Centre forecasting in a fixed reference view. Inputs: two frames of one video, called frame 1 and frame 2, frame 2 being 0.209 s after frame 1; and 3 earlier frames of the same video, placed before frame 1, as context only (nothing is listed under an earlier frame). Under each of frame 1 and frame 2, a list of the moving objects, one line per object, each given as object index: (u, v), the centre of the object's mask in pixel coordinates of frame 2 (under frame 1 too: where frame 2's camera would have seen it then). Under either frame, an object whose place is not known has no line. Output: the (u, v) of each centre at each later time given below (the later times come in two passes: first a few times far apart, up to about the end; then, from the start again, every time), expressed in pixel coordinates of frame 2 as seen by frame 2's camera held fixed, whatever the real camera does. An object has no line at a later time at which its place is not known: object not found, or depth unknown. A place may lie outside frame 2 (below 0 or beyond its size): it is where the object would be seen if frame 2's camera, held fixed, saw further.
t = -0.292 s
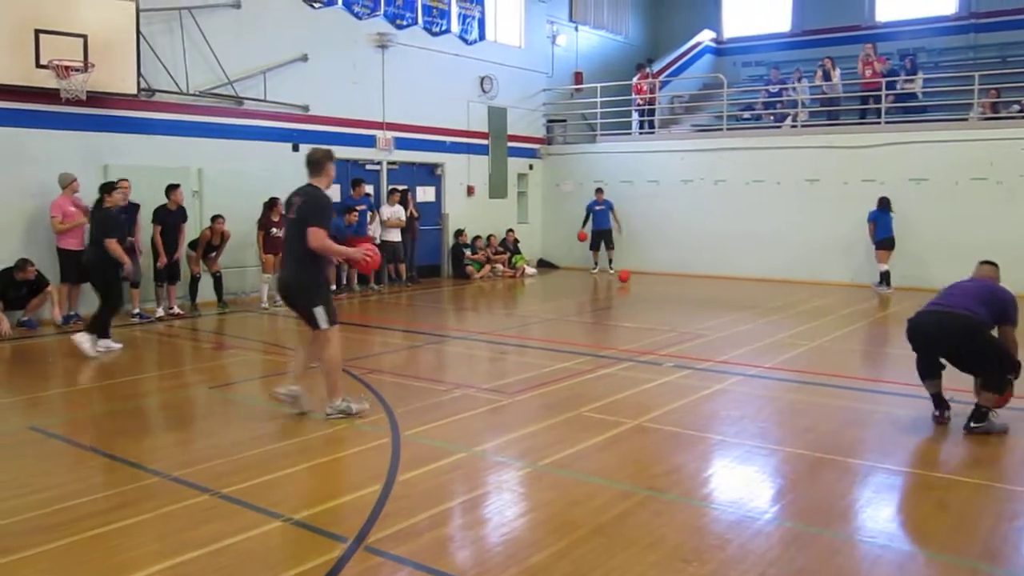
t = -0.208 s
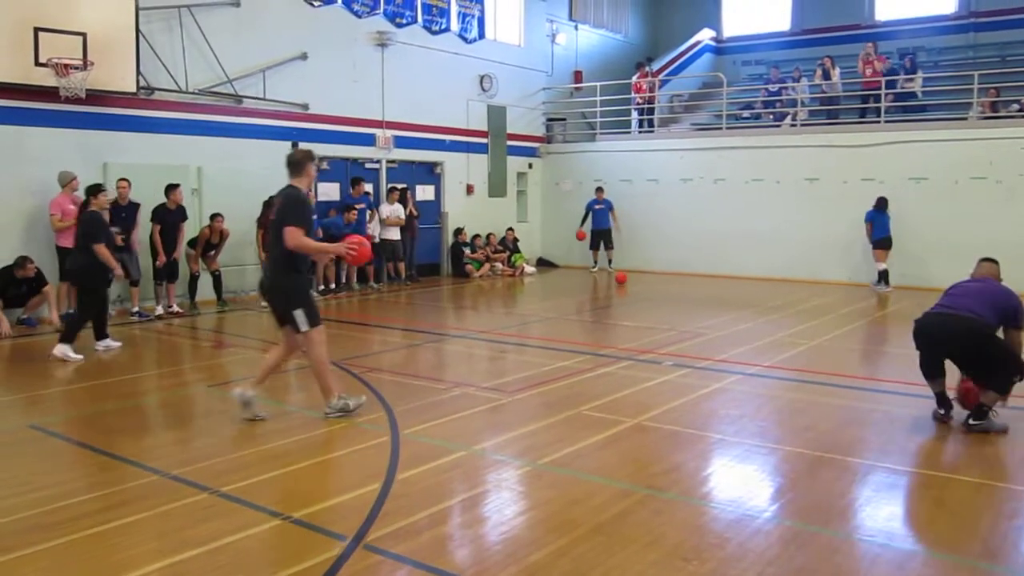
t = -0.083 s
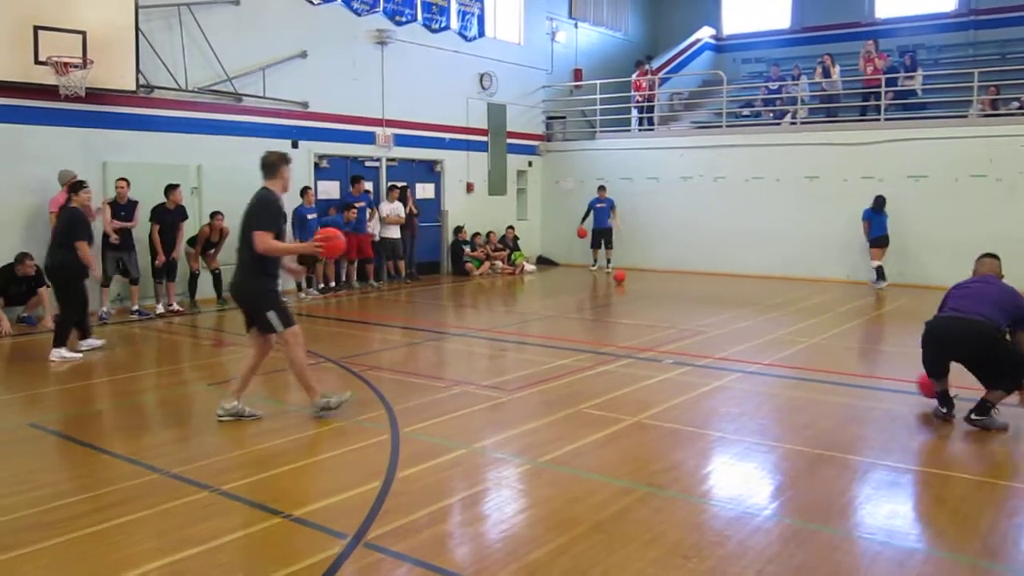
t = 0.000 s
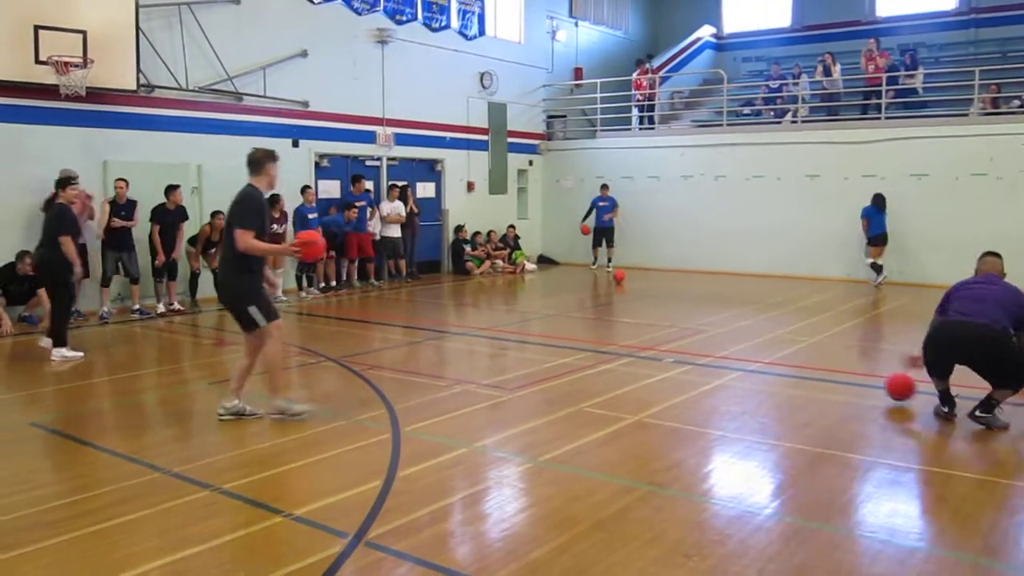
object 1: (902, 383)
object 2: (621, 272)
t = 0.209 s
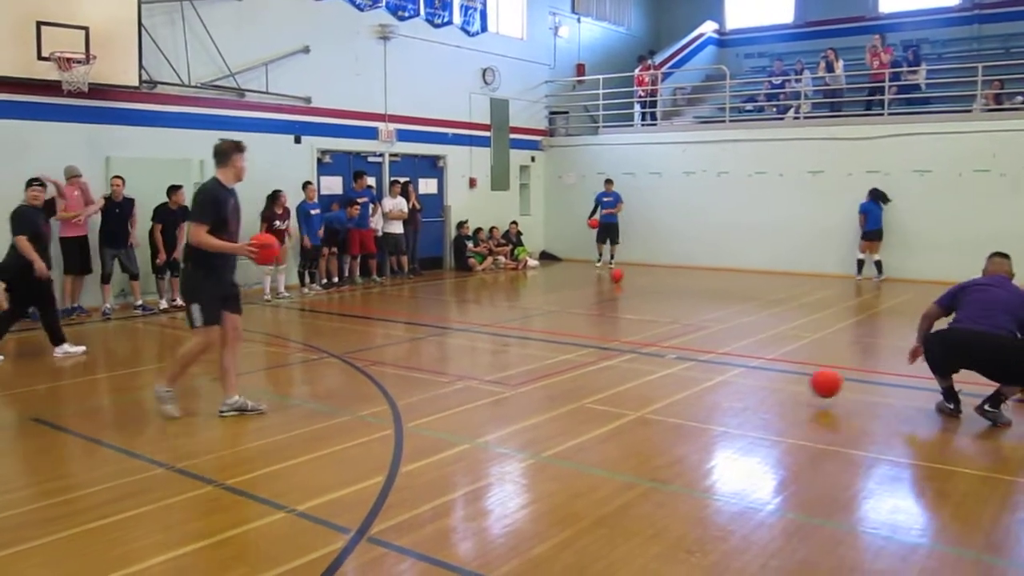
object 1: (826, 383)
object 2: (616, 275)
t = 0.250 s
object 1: (809, 391)
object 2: (616, 276)
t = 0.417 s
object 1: (747, 390)
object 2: (612, 277)
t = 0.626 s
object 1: (668, 398)
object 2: (610, 279)
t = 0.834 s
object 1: (589, 402)
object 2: (606, 282)
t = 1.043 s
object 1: (510, 406)
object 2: (603, 285)
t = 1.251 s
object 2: (603, 286)
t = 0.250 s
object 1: (809, 391)
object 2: (616, 276)
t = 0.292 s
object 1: (793, 390)
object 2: (615, 276)
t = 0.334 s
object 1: (779, 387)
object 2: (615, 276)
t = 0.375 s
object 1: (763, 387)
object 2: (613, 277)
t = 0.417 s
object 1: (747, 390)
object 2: (612, 277)
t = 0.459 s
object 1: (731, 395)
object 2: (611, 278)
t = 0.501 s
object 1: (716, 394)
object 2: (611, 278)
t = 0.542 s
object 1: (700, 394)
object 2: (611, 278)
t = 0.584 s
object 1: (685, 396)
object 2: (610, 279)
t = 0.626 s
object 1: (668, 398)
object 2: (610, 279)
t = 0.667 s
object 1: (653, 397)
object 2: (609, 279)
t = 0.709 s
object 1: (637, 400)
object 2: (609, 279)
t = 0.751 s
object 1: (621, 401)
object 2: (608, 280)
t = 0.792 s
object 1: (605, 402)
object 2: (608, 280)
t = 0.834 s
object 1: (589, 402)
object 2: (606, 282)
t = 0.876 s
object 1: (573, 403)
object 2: (605, 283)
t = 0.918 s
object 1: (558, 403)
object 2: (604, 284)
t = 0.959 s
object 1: (542, 404)
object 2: (604, 284)
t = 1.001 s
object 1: (526, 405)
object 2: (603, 284)
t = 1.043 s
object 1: (510, 406)
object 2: (603, 285)
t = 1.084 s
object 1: (494, 406)
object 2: (603, 285)
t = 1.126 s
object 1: (478, 408)
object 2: (602, 285)
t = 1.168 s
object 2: (603, 286)
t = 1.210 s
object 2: (603, 286)
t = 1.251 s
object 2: (603, 286)
